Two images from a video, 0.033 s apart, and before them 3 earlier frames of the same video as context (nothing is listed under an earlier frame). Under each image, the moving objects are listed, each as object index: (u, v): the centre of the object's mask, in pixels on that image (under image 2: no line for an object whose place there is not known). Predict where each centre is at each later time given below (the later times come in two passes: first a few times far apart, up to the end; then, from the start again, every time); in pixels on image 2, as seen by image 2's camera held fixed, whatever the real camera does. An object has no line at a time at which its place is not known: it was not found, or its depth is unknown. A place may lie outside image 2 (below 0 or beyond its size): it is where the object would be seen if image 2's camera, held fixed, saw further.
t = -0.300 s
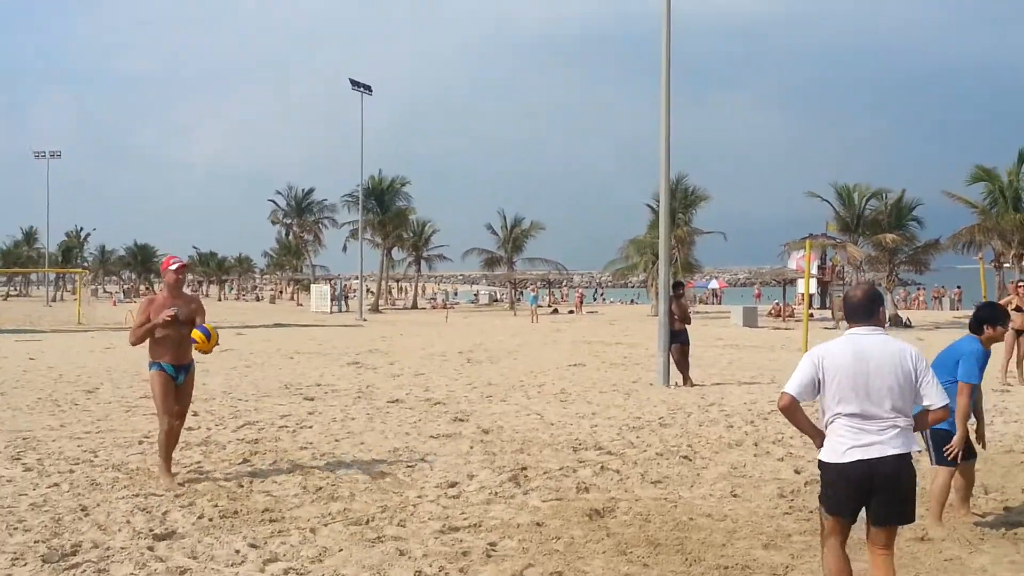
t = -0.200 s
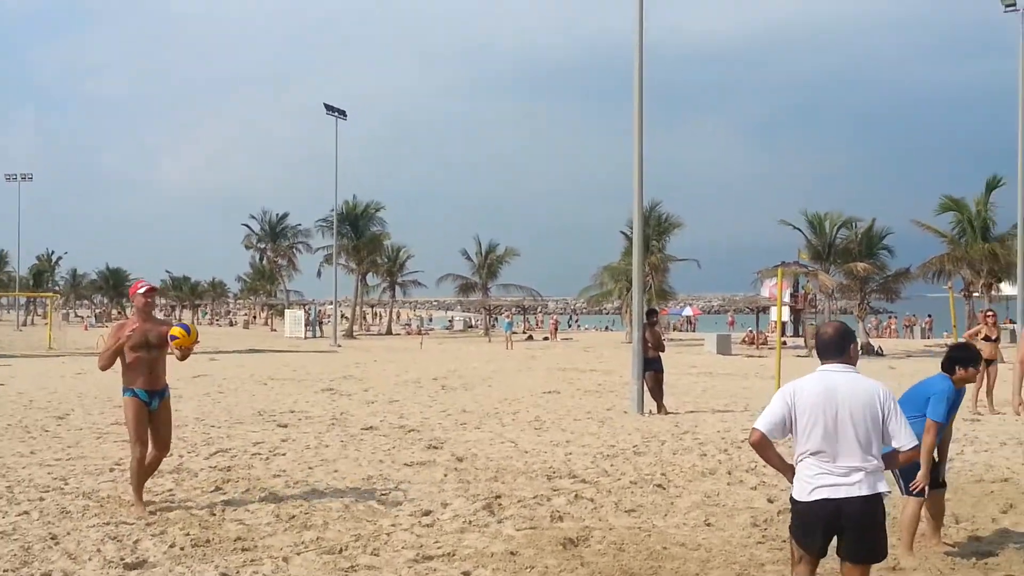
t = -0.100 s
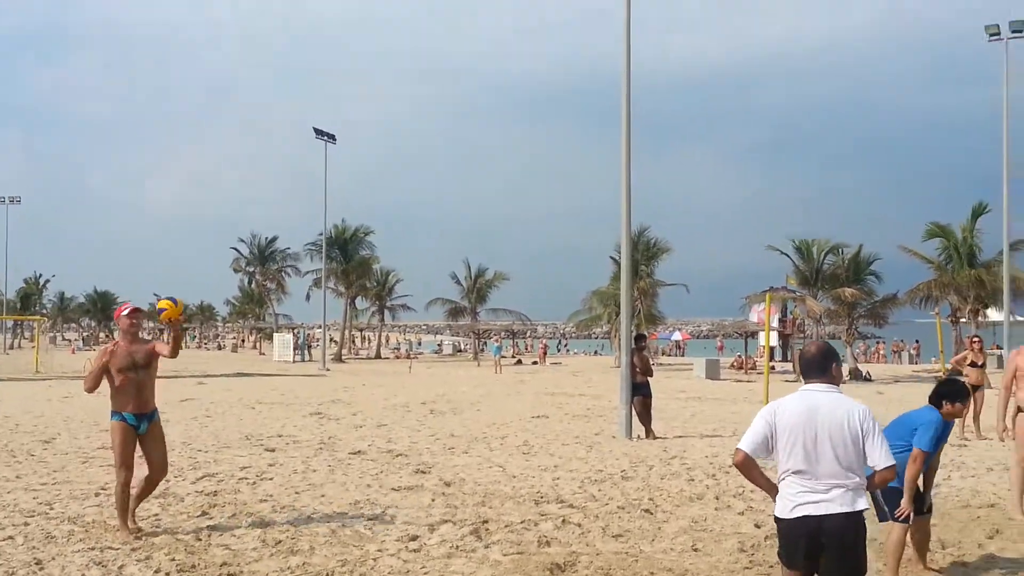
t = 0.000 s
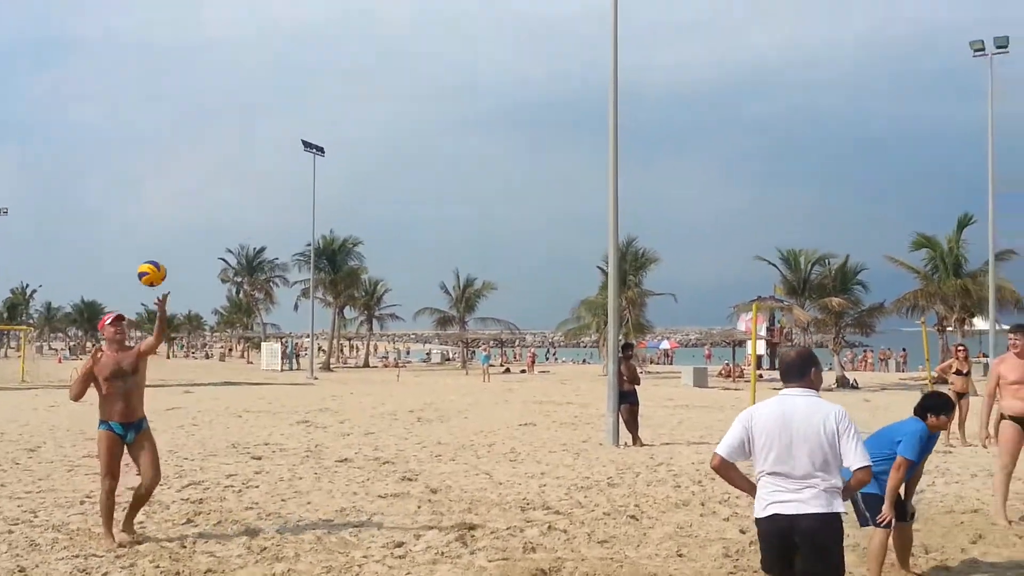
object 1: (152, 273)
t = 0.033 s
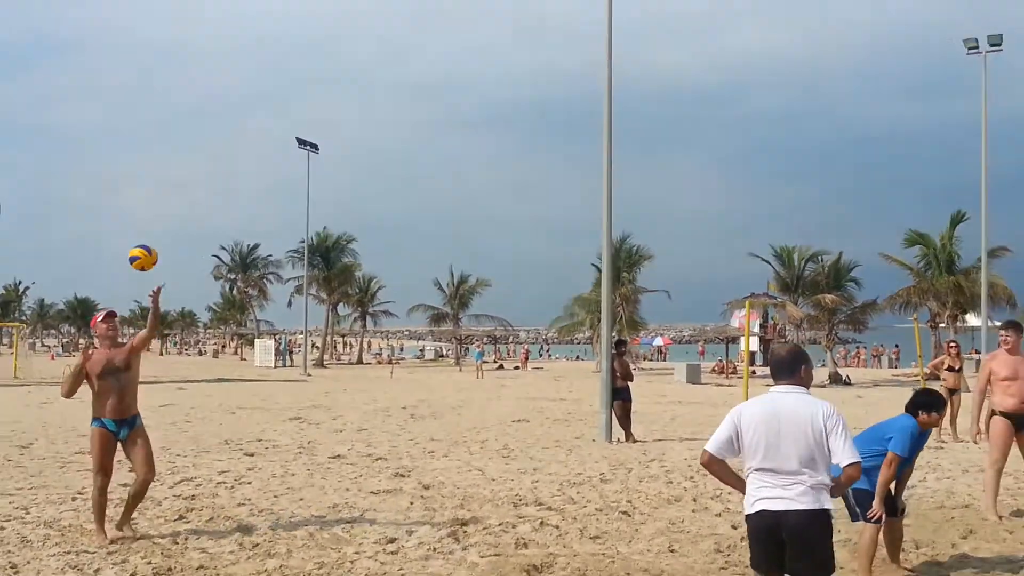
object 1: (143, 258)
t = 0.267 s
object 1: (132, 206)
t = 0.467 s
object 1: (116, 213)
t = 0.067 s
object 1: (142, 246)
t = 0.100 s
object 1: (140, 236)
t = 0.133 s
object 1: (138, 227)
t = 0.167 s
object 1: (135, 218)
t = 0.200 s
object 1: (133, 212)
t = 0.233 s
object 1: (132, 208)
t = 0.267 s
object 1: (132, 206)
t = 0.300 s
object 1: (129, 205)
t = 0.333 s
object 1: (125, 203)
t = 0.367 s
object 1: (121, 202)
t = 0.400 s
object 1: (119, 204)
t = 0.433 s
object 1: (117, 208)
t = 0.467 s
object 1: (116, 213)
